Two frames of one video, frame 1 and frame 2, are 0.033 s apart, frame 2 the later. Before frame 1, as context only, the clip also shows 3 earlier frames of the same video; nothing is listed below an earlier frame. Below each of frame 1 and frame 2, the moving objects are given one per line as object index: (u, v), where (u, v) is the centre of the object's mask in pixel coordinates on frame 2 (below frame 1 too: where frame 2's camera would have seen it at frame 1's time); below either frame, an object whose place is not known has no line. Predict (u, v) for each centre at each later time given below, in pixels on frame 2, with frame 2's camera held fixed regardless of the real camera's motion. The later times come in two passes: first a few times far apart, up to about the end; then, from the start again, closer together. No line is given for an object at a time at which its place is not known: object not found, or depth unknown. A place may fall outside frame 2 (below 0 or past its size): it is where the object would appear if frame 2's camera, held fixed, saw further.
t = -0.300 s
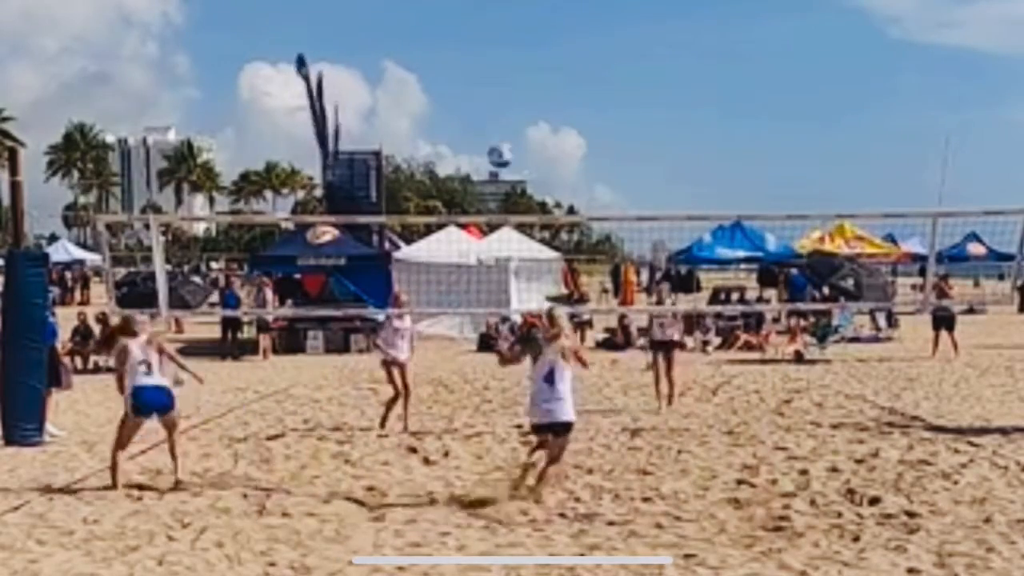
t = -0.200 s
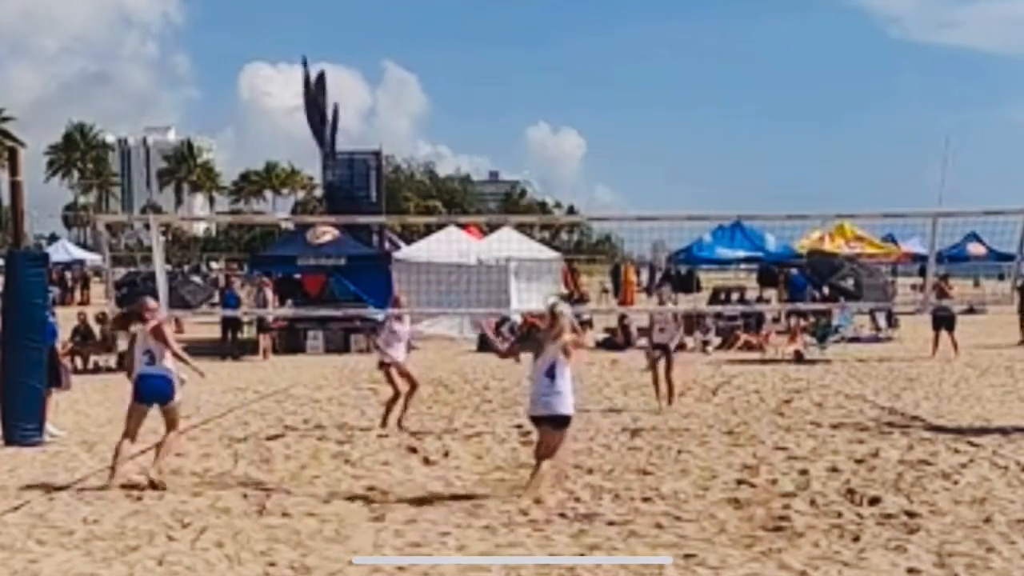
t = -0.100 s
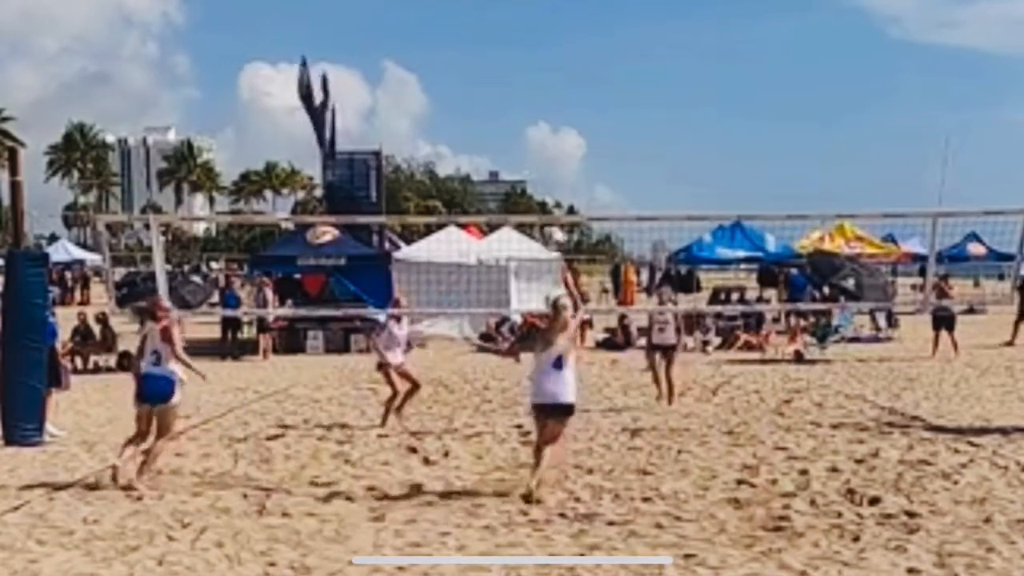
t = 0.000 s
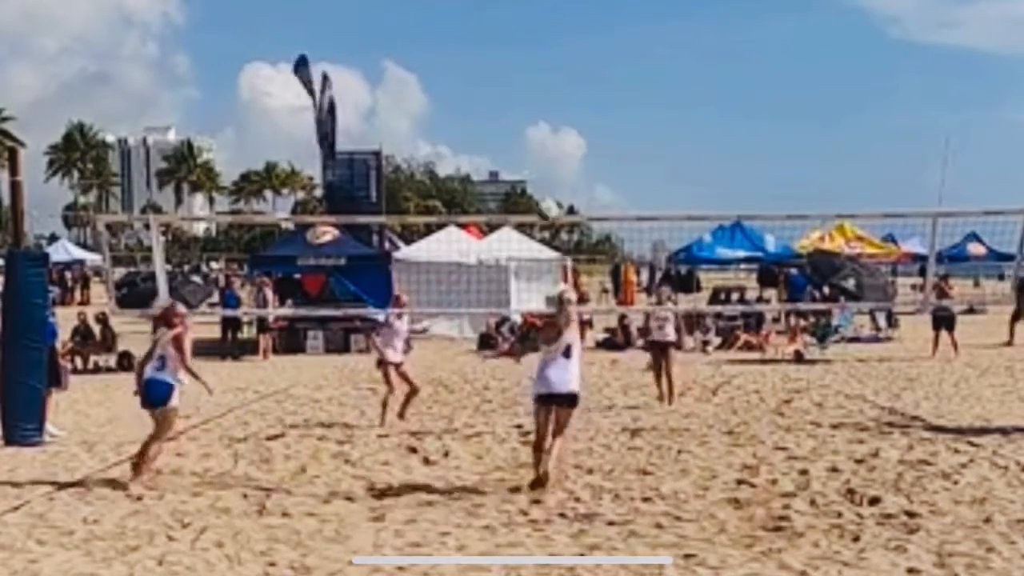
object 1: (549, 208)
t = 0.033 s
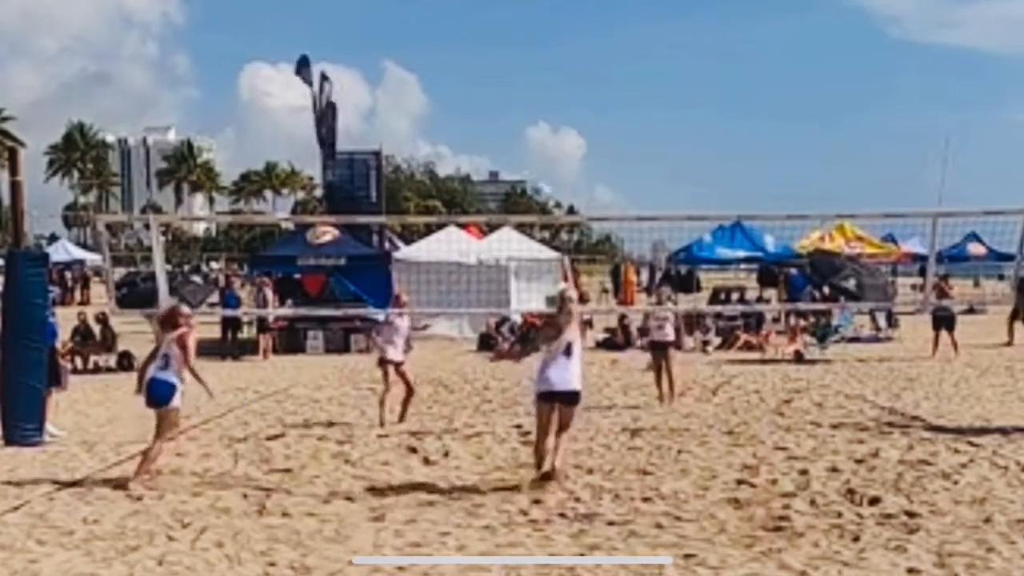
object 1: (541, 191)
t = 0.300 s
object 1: (493, 103)
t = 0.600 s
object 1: (456, 96)
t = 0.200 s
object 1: (510, 125)
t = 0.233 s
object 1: (504, 116)
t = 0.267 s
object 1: (499, 108)
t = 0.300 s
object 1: (493, 103)
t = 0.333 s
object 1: (490, 97)
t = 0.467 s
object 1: (472, 89)
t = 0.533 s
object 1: (462, 90)
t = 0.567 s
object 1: (459, 92)
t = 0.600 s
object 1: (456, 96)
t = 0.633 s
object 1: (451, 101)
